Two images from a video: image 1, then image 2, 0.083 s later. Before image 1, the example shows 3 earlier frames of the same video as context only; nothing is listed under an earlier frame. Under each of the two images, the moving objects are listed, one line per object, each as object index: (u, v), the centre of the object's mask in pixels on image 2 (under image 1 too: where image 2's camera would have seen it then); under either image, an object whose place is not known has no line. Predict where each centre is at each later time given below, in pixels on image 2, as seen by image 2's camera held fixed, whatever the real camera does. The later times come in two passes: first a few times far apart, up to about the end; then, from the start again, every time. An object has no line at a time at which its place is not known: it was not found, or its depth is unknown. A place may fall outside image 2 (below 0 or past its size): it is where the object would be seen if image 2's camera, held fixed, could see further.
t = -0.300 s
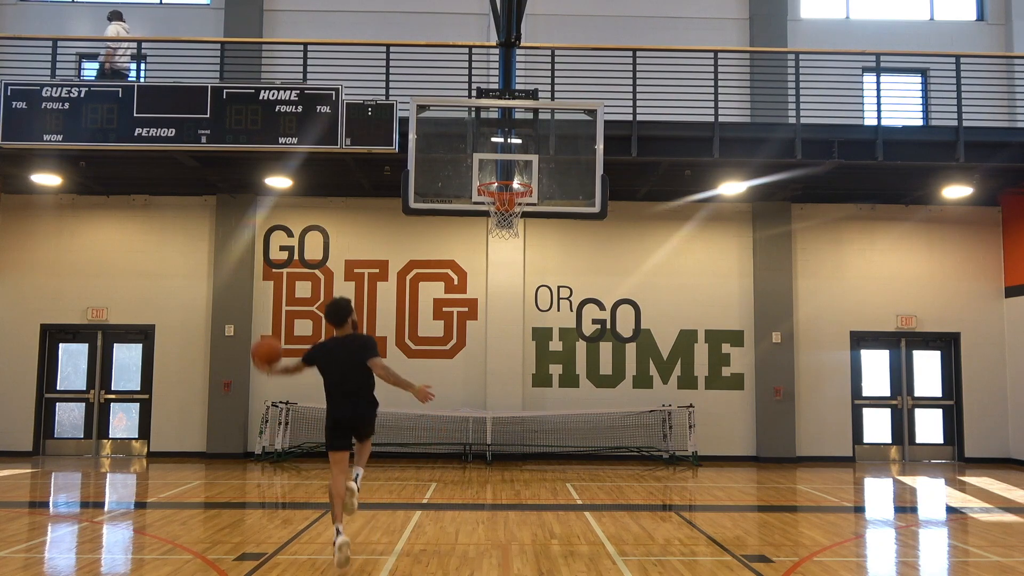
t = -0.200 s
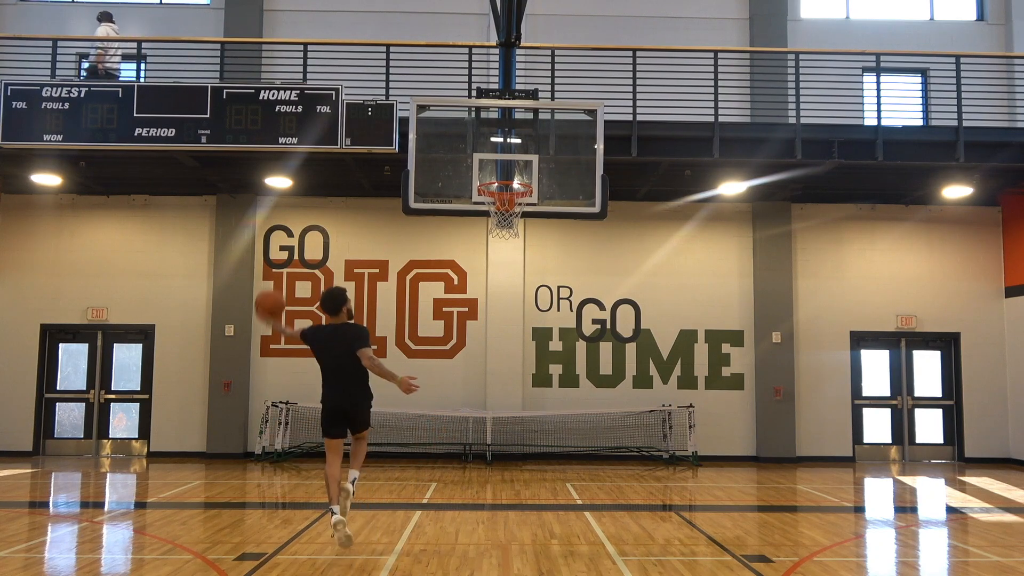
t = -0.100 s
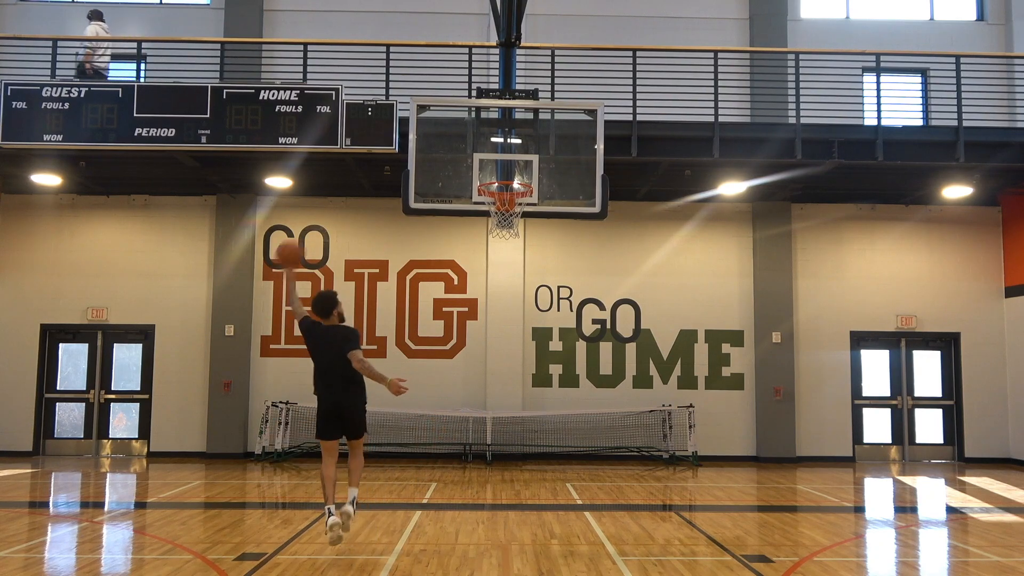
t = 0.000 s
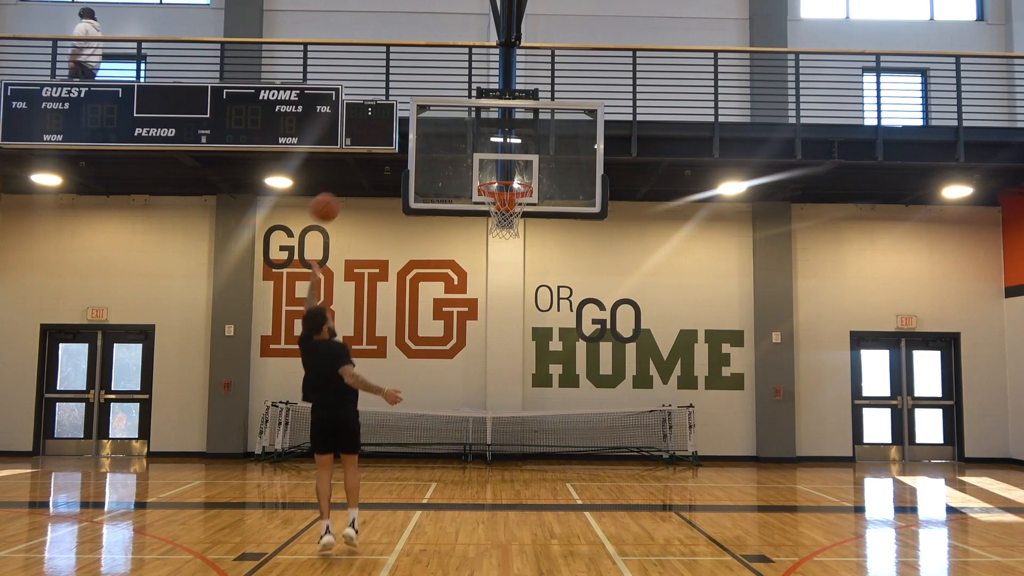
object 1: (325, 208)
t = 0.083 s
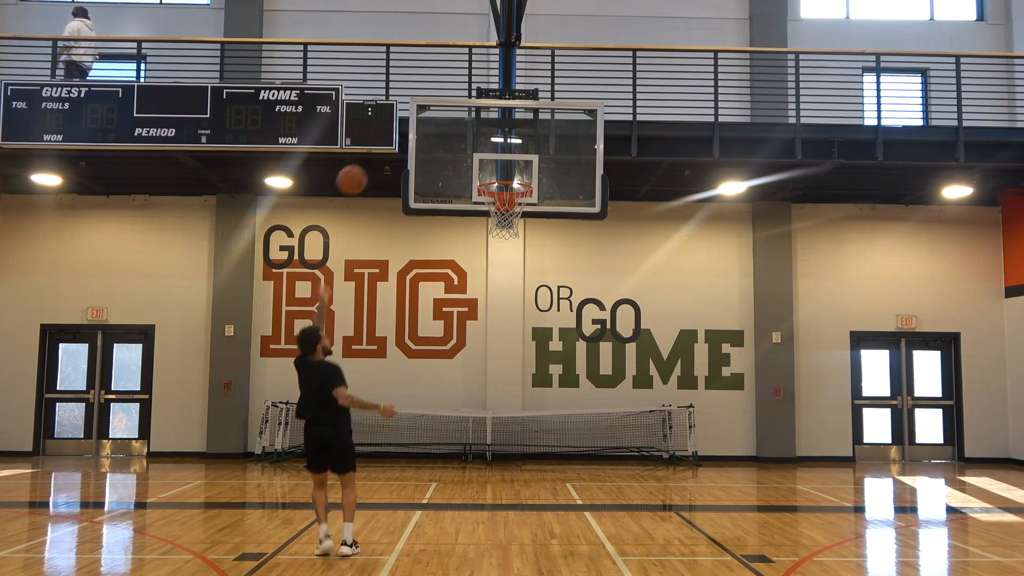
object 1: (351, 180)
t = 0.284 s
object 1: (412, 146)
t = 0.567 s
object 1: (479, 157)
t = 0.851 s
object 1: (522, 218)
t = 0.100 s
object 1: (357, 176)
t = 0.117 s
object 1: (362, 171)
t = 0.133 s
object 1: (367, 168)
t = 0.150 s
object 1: (372, 164)
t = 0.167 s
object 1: (377, 161)
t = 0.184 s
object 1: (382, 158)
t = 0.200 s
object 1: (387, 155)
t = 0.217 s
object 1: (393, 152)
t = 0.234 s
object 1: (397, 150)
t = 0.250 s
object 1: (402, 148)
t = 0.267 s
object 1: (407, 147)
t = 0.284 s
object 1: (412, 146)
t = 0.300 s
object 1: (417, 145)
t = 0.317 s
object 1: (422, 144)
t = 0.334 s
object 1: (427, 144)
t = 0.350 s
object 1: (431, 144)
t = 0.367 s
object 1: (435, 144)
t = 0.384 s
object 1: (440, 146)
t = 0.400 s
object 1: (444, 146)
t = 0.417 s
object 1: (448, 147)
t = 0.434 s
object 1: (453, 149)
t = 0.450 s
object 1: (457, 151)
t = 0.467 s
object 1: (461, 152)
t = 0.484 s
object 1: (464, 152)
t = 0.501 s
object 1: (467, 152)
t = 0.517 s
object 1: (470, 153)
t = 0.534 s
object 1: (473, 154)
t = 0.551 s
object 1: (476, 155)
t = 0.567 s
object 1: (479, 157)
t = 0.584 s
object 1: (482, 158)
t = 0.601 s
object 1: (486, 161)
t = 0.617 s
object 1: (489, 163)
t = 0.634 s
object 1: (492, 166)
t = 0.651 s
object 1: (495, 169)
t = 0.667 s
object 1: (498, 171)
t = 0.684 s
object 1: (501, 174)
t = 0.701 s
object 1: (505, 175)
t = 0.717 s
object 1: (508, 177)
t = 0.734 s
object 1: (509, 178)
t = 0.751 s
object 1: (517, 190)
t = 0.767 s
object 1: (518, 199)
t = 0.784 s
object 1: (520, 205)
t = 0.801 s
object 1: (520, 209)
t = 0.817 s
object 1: (523, 212)
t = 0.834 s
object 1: (523, 214)
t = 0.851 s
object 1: (522, 218)
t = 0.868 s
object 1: (523, 221)
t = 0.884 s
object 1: (523, 224)
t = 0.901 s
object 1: (523, 227)
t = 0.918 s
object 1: (523, 231)
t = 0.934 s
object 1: (523, 236)
